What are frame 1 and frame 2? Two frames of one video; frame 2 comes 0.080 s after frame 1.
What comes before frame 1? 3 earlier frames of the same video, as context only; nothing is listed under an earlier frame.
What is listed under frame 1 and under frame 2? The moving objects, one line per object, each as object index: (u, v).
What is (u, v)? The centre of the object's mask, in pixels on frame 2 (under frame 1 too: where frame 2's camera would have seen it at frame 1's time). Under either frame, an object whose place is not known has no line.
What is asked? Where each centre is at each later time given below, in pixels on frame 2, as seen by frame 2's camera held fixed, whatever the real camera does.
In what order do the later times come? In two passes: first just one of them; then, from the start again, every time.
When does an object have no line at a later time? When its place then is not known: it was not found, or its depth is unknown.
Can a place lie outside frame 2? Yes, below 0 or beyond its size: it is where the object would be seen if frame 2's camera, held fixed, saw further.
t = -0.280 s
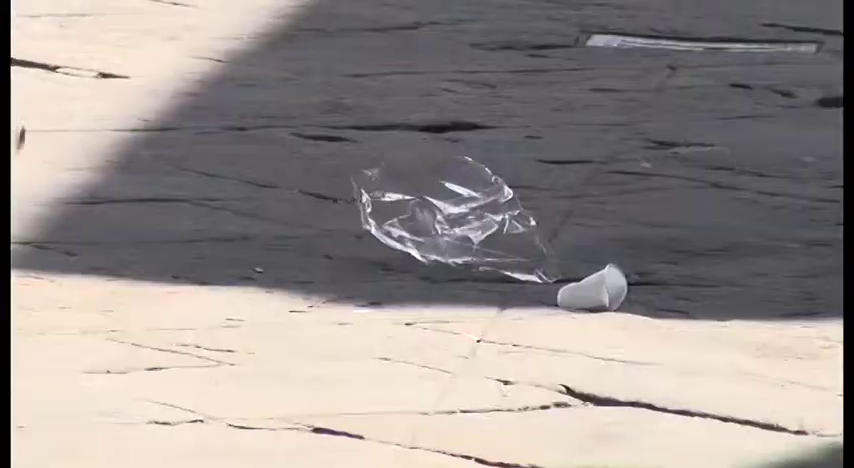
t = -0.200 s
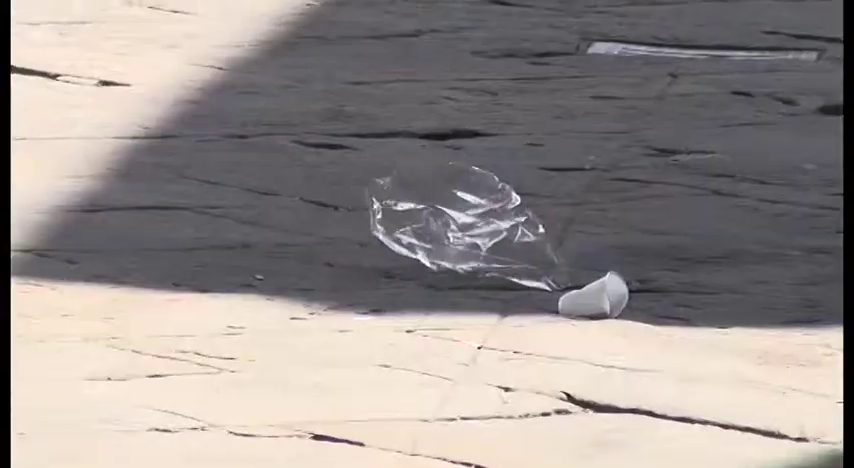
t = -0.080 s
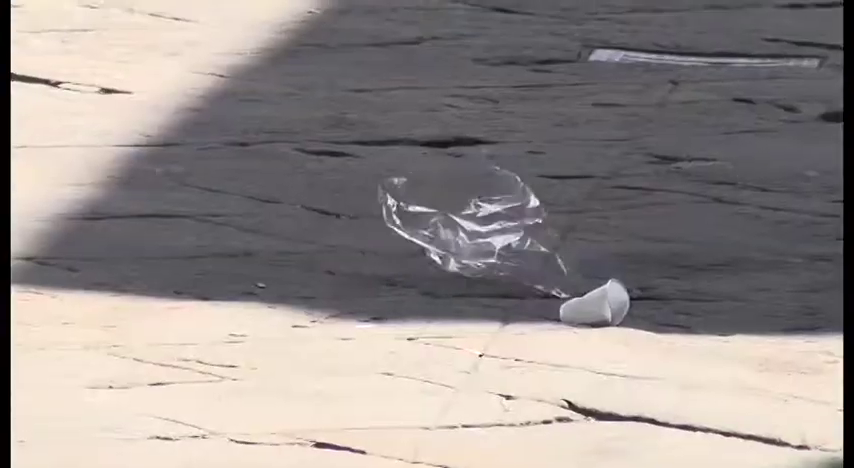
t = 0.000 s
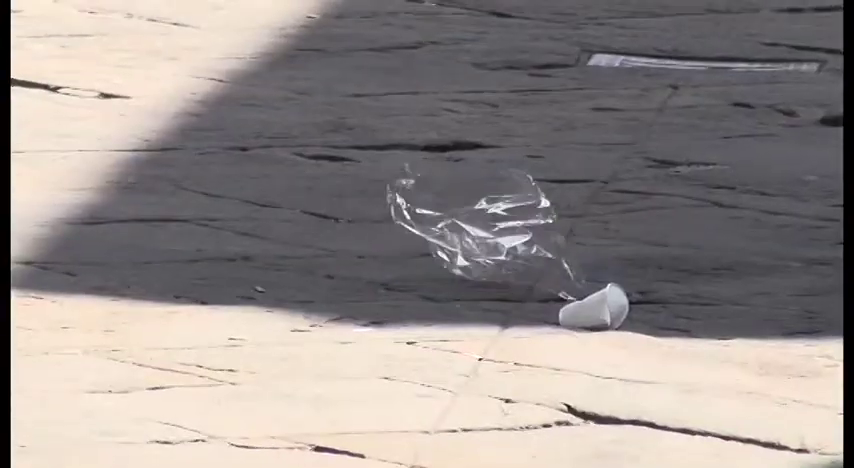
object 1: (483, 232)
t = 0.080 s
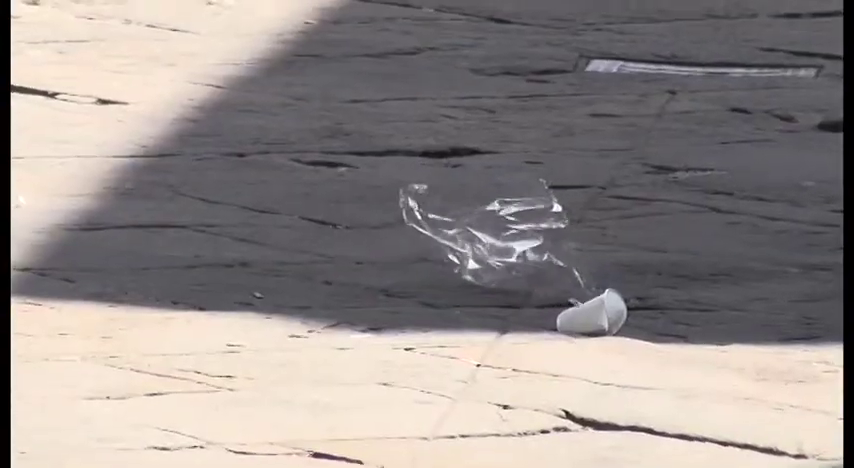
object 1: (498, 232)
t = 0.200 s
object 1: (522, 230)
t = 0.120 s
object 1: (508, 232)
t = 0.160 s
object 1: (515, 231)
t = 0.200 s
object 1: (522, 230)
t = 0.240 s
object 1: (529, 232)
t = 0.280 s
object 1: (535, 230)
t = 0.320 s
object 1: (536, 226)
